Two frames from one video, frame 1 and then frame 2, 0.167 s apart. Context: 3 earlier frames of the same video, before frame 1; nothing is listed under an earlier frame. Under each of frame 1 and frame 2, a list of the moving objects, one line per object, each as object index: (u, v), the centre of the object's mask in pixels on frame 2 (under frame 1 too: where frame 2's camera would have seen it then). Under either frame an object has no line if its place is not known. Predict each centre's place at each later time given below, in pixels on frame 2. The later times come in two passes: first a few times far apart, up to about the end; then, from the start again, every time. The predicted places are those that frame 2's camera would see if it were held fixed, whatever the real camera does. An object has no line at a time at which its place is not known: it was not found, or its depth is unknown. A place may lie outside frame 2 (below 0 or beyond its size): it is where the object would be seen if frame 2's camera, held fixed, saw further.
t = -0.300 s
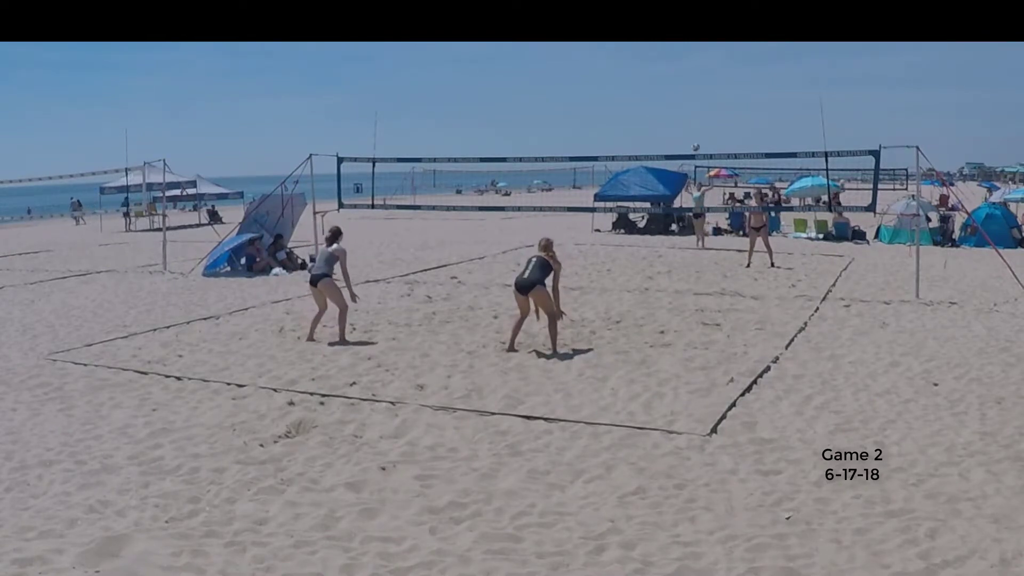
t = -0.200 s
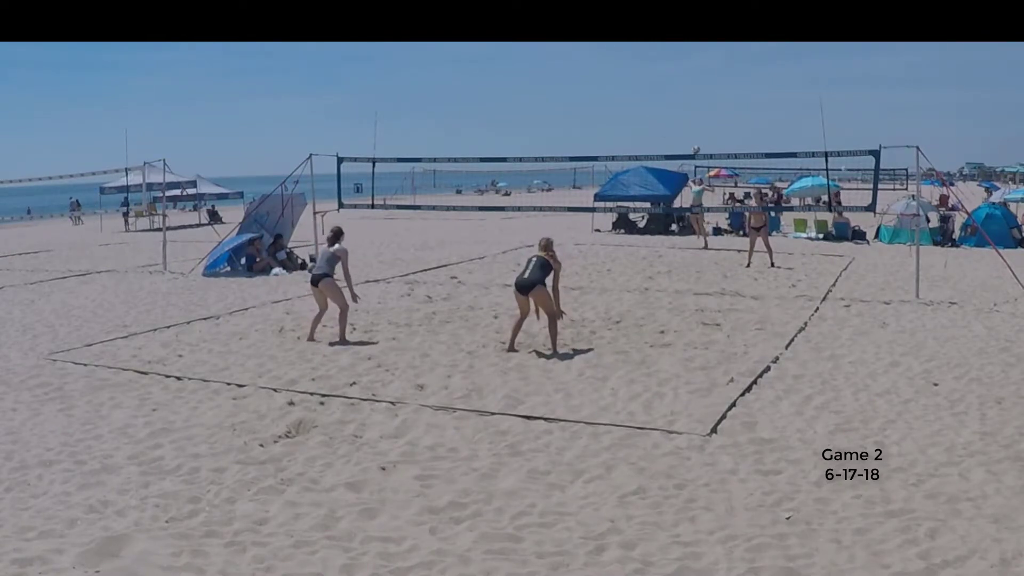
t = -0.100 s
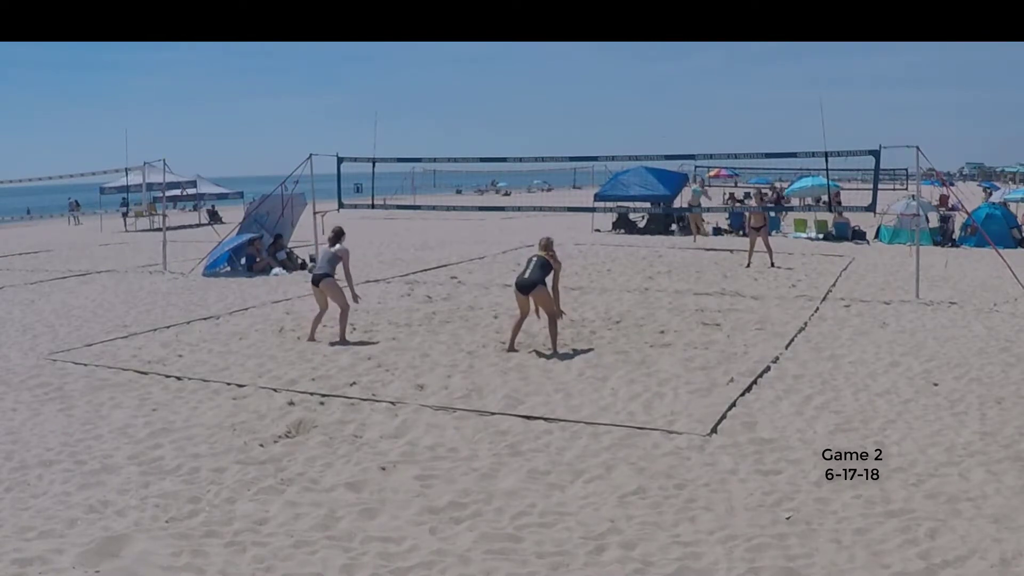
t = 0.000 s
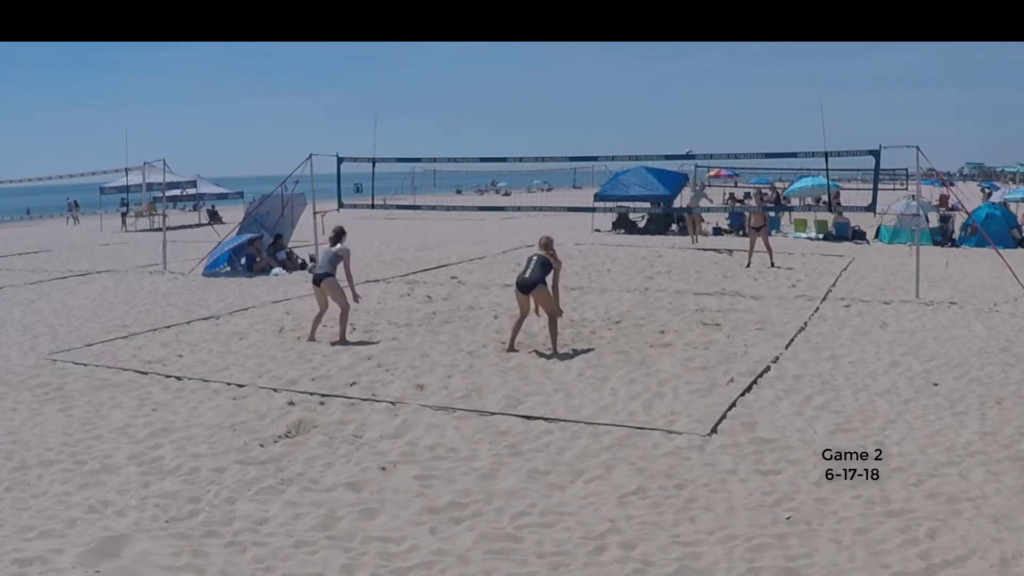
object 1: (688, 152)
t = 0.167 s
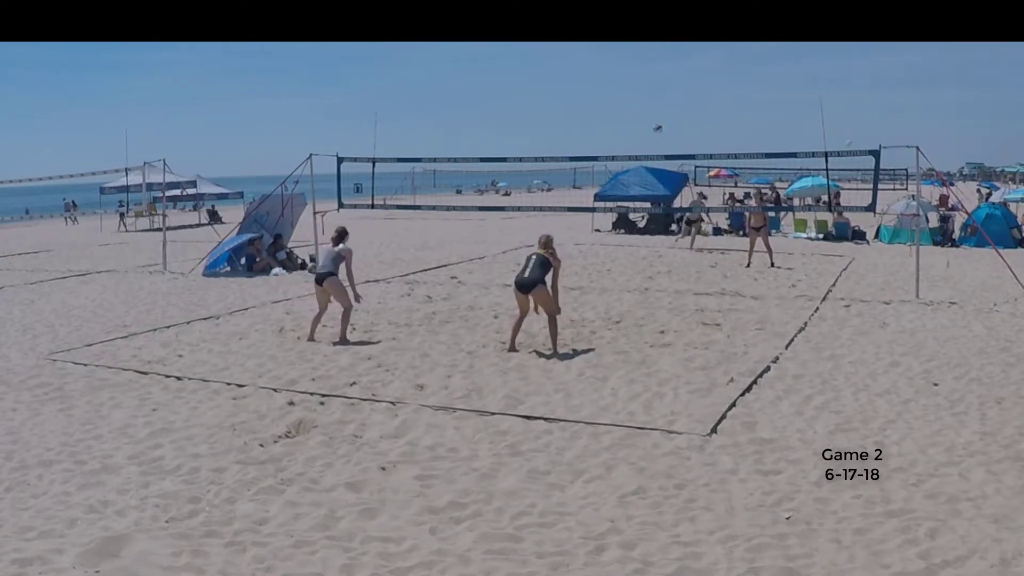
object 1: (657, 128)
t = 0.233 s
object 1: (644, 120)
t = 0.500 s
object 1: (572, 99)
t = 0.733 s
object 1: (486, 108)
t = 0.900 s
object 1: (405, 138)
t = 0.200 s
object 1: (650, 124)
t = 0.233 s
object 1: (644, 120)
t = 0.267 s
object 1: (636, 115)
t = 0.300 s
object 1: (627, 112)
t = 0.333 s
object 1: (619, 109)
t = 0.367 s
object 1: (611, 106)
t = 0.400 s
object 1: (602, 104)
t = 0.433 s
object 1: (592, 102)
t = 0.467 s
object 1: (582, 100)
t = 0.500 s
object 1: (572, 99)
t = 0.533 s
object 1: (560, 98)
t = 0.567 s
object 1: (550, 98)
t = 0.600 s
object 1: (538, 99)
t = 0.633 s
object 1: (526, 101)
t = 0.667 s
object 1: (513, 102)
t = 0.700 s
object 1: (500, 105)
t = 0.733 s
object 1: (486, 108)
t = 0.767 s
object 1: (471, 112)
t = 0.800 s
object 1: (456, 117)
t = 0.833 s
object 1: (439, 124)
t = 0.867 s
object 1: (423, 130)
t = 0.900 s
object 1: (405, 138)
